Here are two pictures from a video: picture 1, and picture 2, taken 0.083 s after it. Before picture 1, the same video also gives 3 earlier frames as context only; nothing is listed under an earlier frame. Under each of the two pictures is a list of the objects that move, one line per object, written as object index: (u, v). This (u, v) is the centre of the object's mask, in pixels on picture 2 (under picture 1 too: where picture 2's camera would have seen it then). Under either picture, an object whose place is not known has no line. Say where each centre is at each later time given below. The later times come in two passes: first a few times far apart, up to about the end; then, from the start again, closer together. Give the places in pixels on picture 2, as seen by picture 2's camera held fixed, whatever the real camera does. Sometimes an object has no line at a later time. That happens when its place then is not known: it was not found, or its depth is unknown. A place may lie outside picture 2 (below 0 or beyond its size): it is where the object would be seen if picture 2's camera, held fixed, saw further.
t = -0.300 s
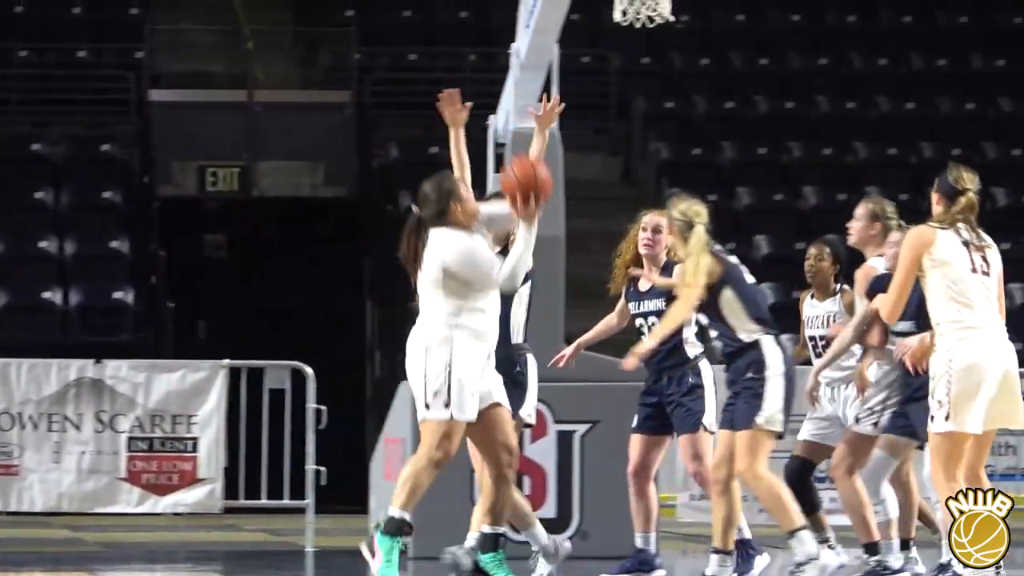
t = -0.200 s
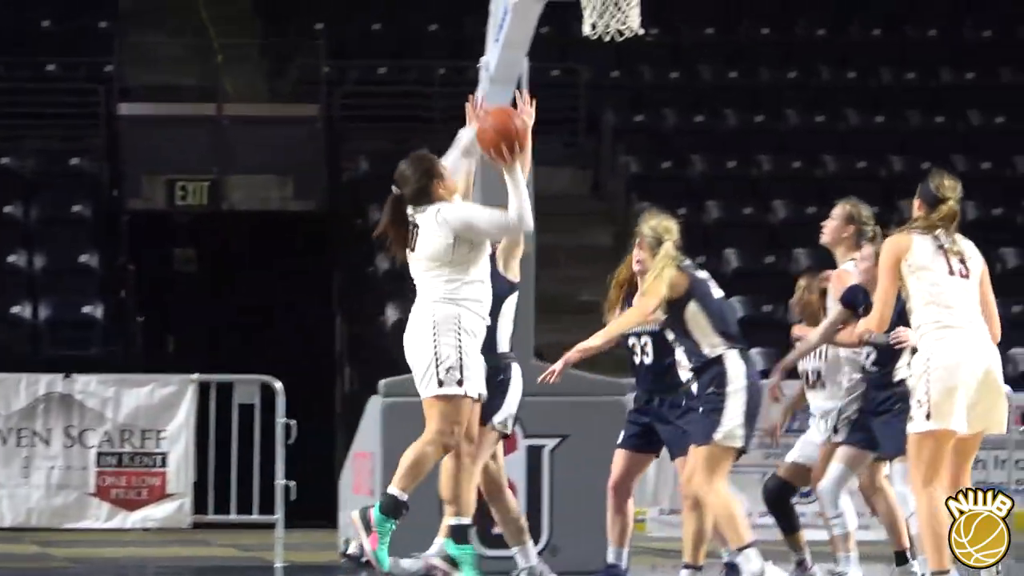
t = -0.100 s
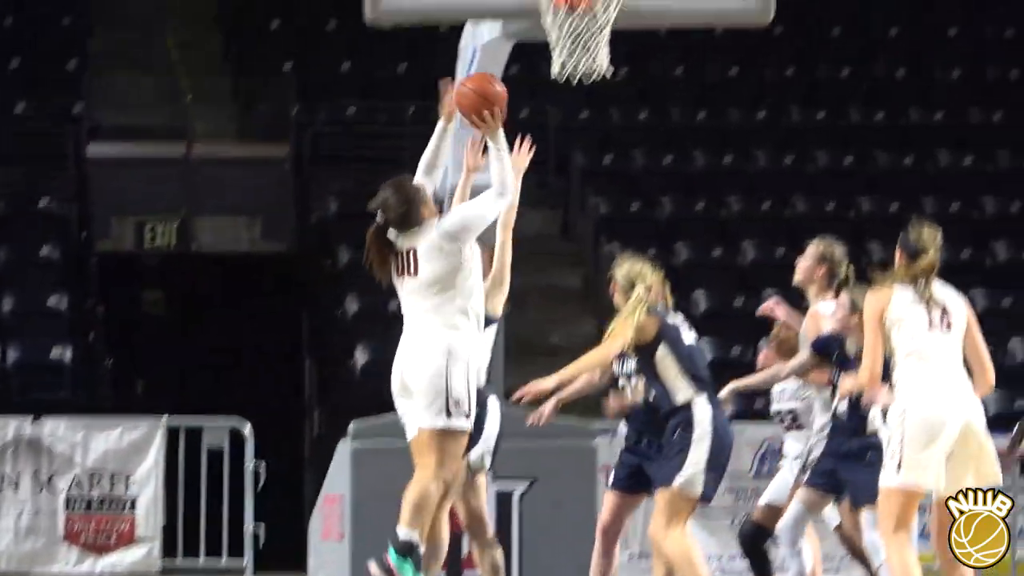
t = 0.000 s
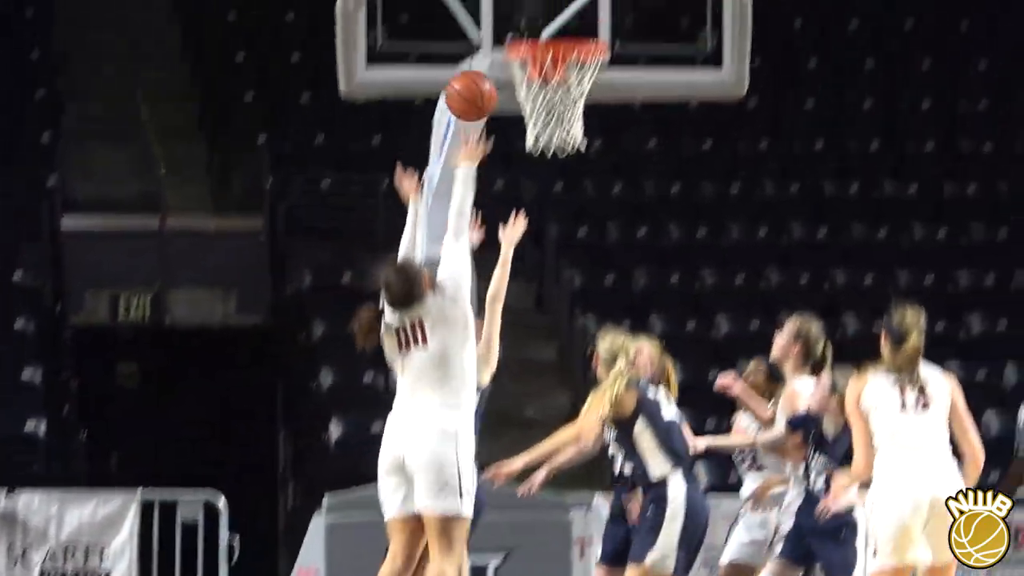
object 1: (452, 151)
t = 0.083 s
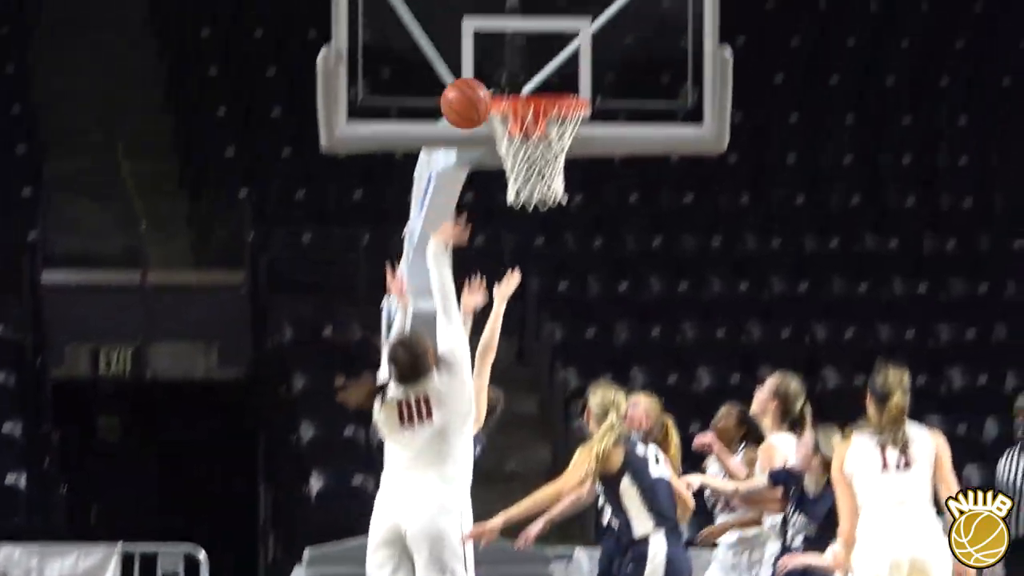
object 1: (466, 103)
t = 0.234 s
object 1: (493, 60)
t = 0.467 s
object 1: (531, 81)
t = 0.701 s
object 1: (550, 208)
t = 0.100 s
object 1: (468, 96)
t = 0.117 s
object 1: (471, 89)
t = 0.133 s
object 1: (474, 83)
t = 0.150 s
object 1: (478, 77)
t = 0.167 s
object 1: (481, 73)
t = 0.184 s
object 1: (484, 68)
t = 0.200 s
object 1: (487, 65)
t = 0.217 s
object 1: (490, 62)
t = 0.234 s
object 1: (493, 60)
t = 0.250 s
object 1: (495, 58)
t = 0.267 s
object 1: (498, 57)
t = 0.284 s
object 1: (501, 56)
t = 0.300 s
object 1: (503, 56)
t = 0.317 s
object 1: (506, 57)
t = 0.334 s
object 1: (509, 58)
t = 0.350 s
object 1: (512, 60)
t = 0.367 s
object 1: (514, 62)
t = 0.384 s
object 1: (517, 64)
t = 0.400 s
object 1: (520, 68)
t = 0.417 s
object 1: (523, 72)
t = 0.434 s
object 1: (526, 75)
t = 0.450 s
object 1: (529, 78)
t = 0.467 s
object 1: (531, 81)
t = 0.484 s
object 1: (534, 85)
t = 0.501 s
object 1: (535, 88)
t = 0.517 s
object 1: (541, 109)
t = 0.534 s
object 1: (542, 115)
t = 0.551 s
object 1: (542, 122)
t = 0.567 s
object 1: (542, 128)
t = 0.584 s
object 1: (543, 133)
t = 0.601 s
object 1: (543, 141)
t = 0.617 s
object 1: (547, 154)
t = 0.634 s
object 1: (548, 166)
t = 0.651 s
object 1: (549, 174)
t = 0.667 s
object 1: (550, 186)
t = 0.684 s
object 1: (550, 197)
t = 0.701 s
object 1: (550, 208)
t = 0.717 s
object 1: (551, 217)
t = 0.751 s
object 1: (551, 239)
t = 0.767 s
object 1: (552, 251)
